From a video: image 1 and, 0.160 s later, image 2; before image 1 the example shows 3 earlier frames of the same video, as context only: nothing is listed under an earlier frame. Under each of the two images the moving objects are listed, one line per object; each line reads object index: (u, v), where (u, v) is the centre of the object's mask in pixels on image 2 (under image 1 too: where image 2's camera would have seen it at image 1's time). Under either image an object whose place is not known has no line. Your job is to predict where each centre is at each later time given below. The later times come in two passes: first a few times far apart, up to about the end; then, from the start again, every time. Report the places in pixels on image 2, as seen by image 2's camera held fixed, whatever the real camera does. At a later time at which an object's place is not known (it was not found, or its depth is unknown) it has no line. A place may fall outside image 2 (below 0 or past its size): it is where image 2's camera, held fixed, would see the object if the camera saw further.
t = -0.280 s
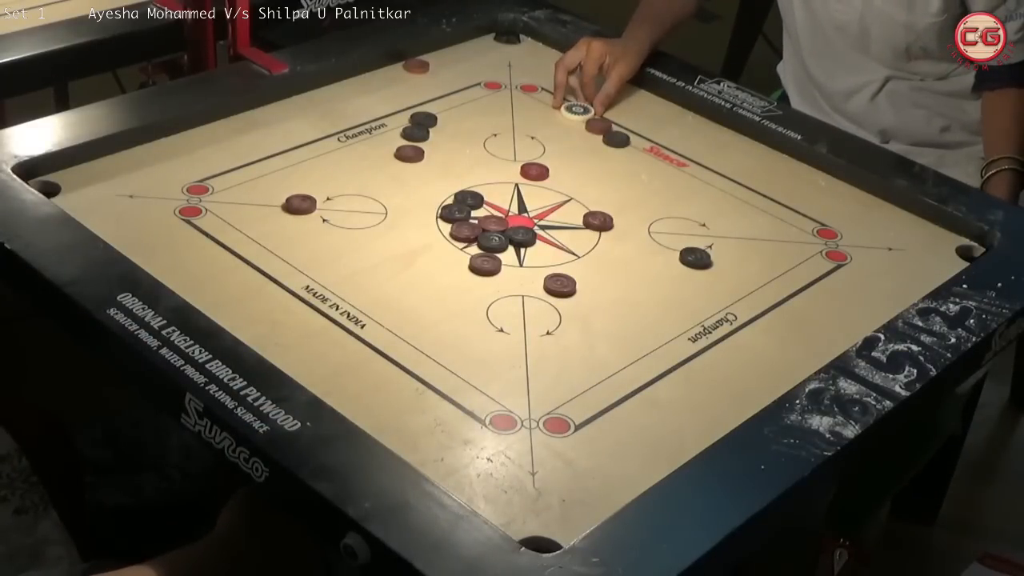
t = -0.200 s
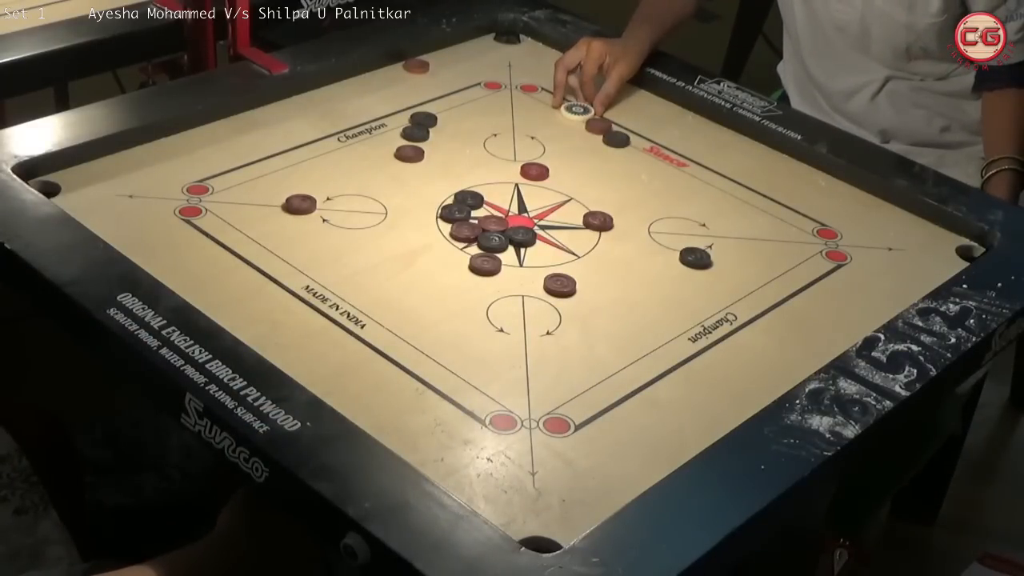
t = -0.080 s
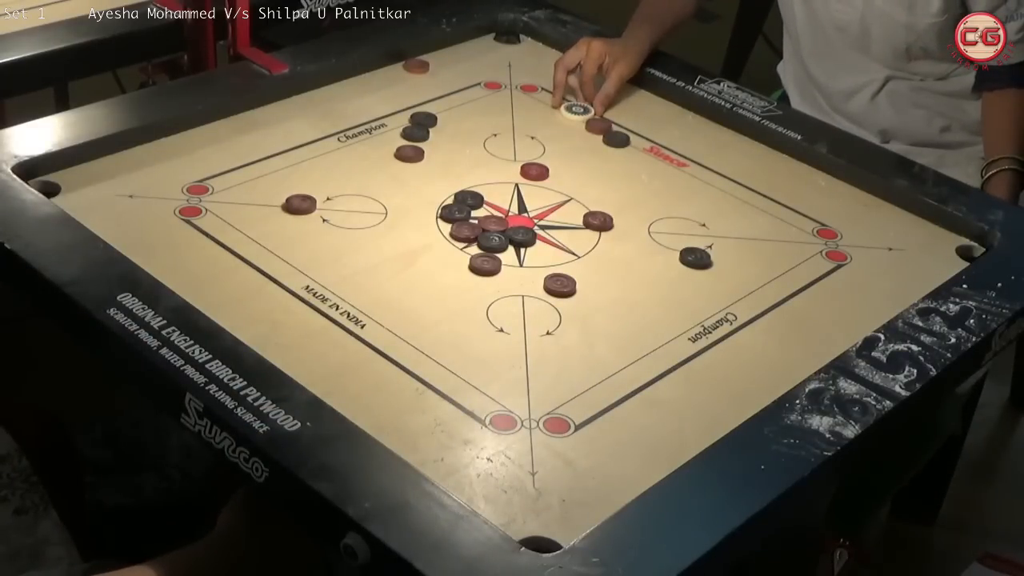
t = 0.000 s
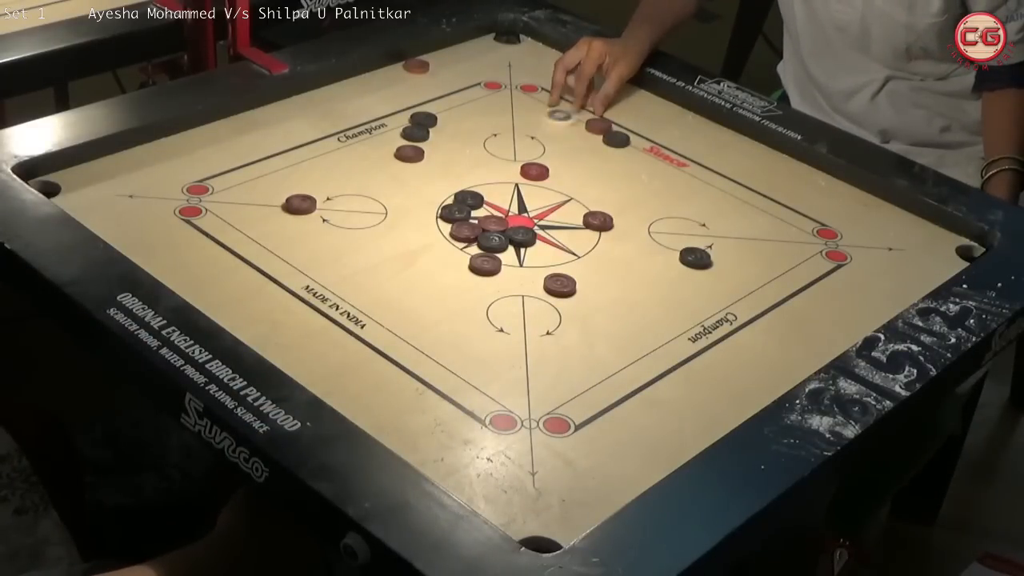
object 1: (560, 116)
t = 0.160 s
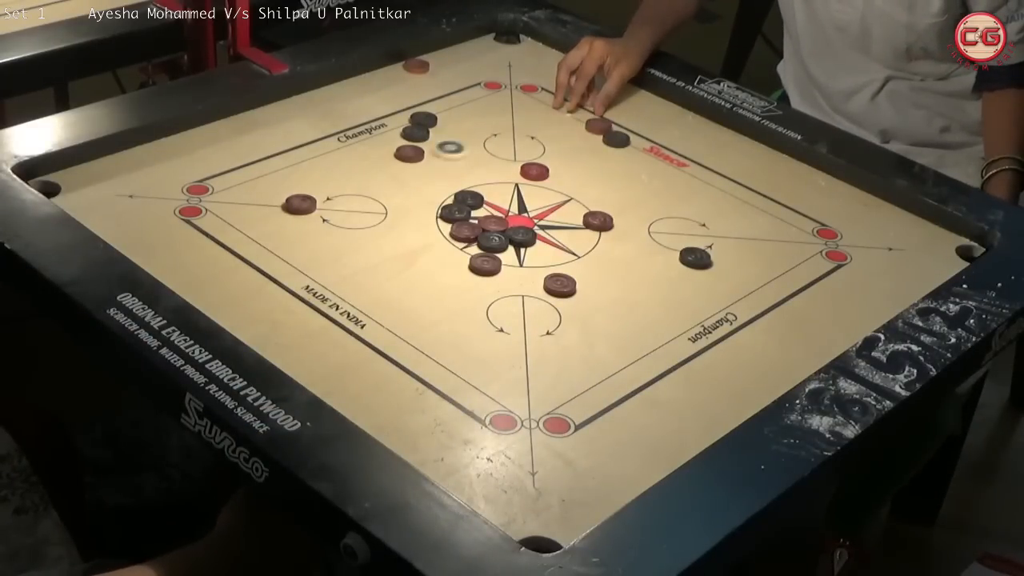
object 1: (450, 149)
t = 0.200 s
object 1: (434, 156)
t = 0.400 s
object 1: (392, 181)
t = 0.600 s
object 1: (374, 192)
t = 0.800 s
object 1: (373, 192)
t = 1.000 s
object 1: (373, 192)
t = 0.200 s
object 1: (434, 156)
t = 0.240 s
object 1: (424, 162)
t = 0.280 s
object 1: (414, 167)
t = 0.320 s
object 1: (406, 173)
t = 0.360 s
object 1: (399, 177)
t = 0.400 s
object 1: (392, 181)
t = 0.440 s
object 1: (387, 184)
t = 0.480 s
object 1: (382, 187)
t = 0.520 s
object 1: (379, 189)
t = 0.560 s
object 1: (376, 191)
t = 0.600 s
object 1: (374, 192)
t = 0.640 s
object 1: (373, 192)
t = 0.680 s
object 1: (373, 192)
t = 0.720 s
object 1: (373, 192)
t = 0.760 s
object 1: (373, 193)
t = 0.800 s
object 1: (373, 192)
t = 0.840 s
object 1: (373, 192)
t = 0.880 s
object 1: (373, 192)
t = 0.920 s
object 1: (373, 192)
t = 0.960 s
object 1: (373, 192)
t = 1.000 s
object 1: (373, 192)
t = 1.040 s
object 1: (373, 192)
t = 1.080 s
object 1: (373, 192)
